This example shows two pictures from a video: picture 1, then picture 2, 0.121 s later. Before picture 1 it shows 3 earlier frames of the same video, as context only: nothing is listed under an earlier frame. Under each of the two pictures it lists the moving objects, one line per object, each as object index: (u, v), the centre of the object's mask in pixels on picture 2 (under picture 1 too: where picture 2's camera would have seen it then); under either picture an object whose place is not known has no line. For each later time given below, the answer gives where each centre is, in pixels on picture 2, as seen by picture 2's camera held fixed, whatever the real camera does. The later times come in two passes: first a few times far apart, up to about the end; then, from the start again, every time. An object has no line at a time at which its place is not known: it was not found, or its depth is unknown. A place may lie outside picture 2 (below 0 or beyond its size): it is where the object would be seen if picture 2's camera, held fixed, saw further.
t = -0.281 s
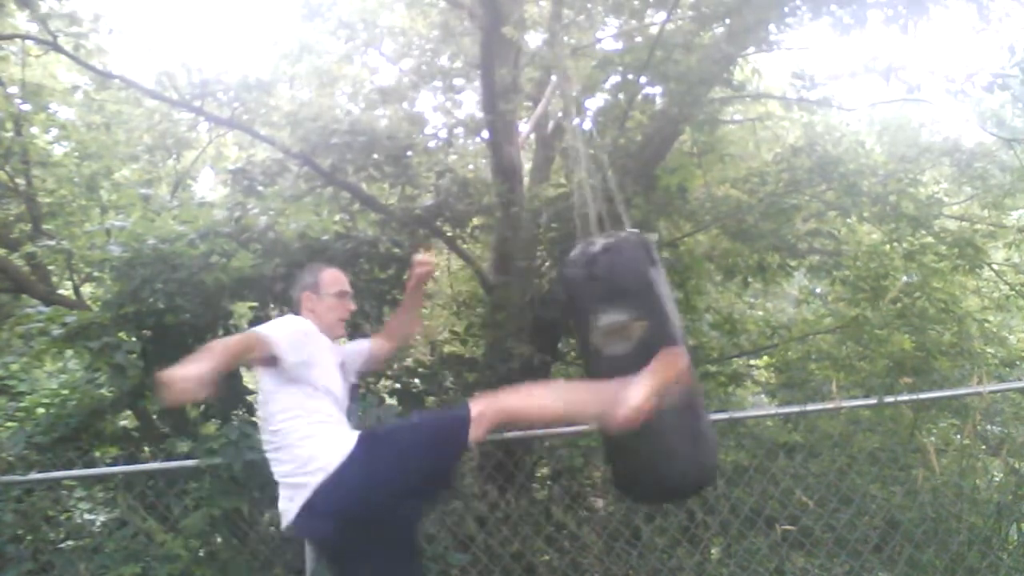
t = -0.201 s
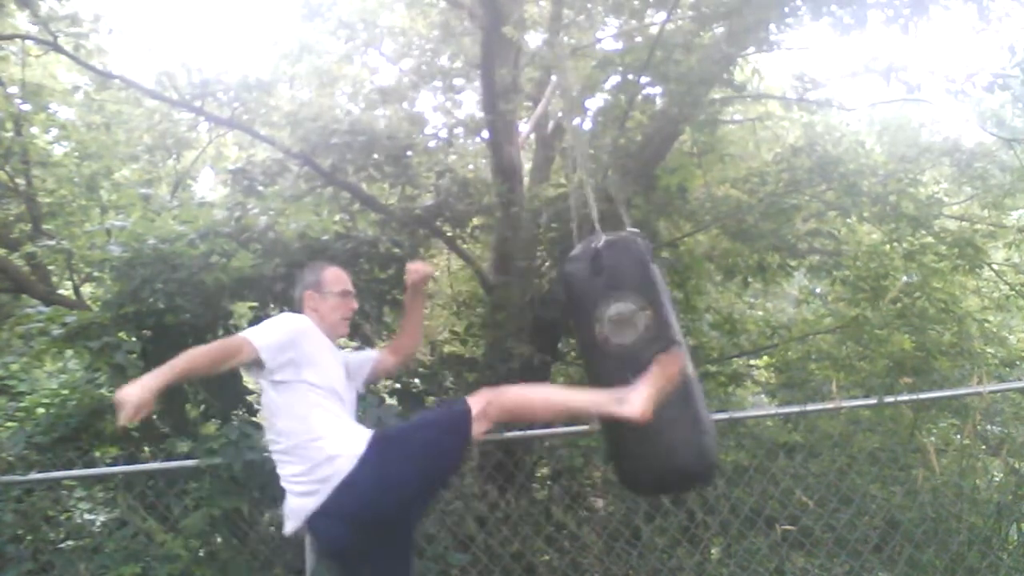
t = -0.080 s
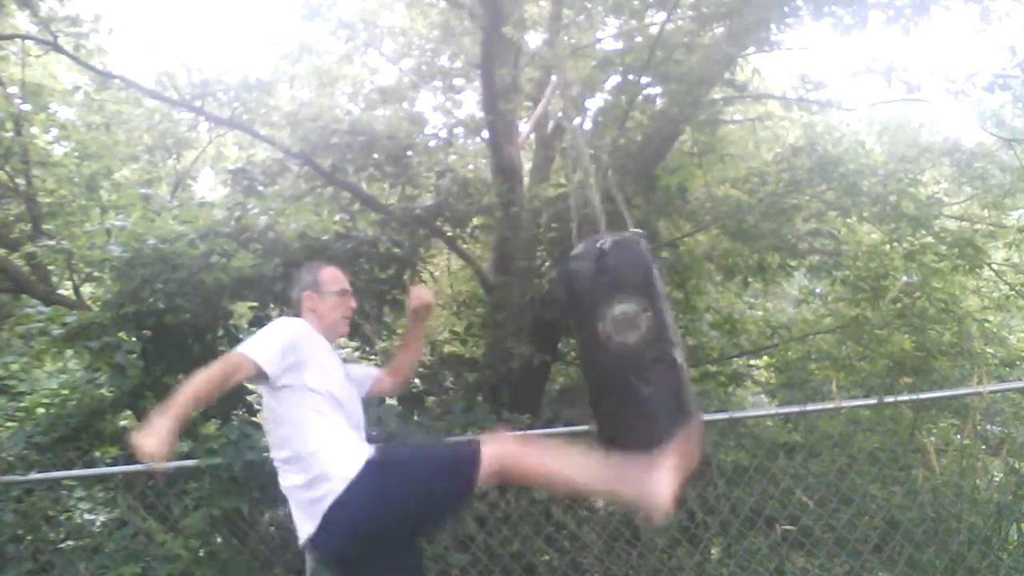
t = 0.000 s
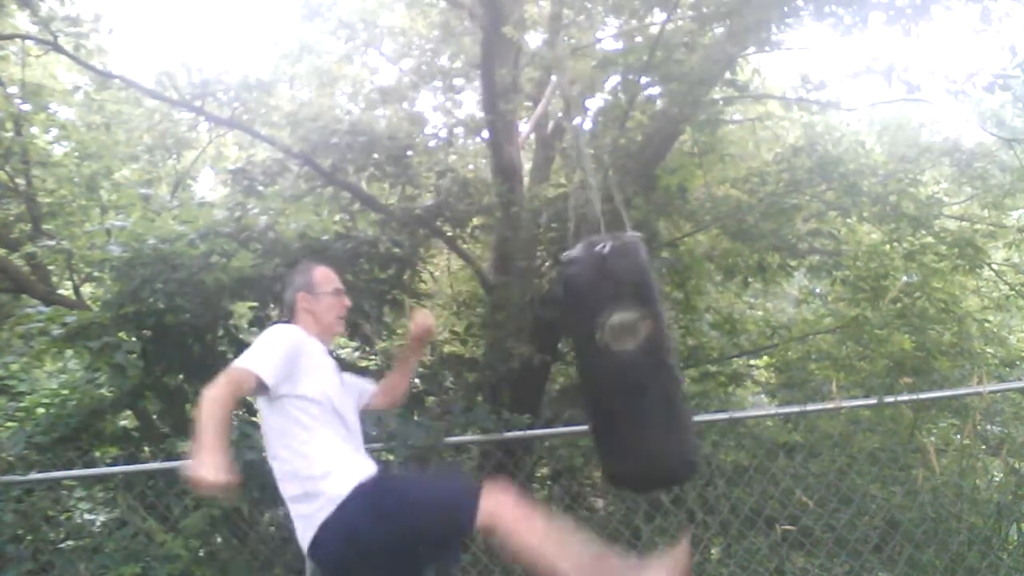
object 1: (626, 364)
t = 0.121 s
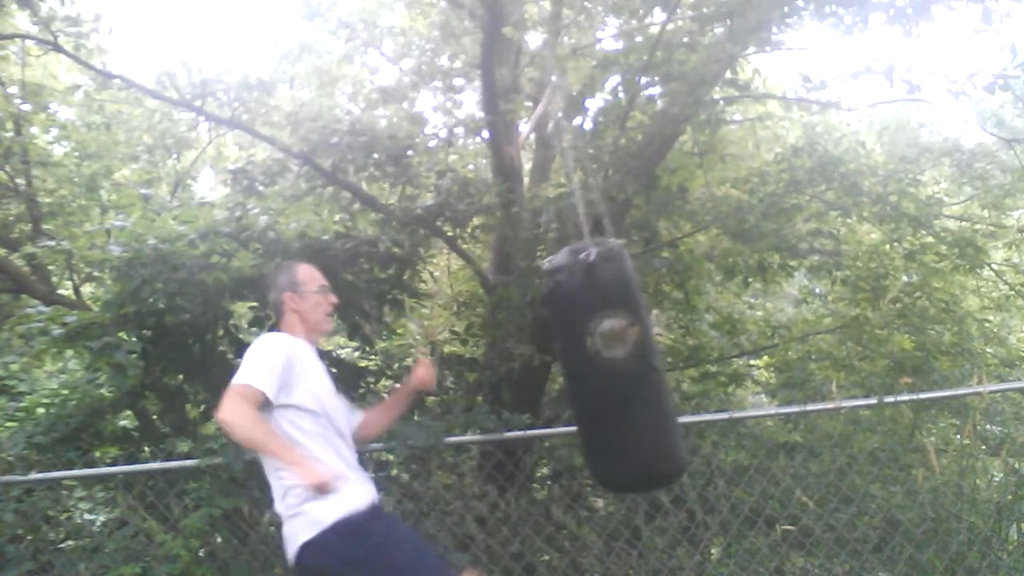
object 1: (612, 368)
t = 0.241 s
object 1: (597, 372)
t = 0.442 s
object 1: (563, 374)
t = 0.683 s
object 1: (518, 380)
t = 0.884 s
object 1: (481, 384)
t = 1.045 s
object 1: (457, 387)
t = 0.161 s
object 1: (606, 369)
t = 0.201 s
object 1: (601, 370)
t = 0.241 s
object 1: (597, 372)
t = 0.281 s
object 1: (591, 371)
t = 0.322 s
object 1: (585, 372)
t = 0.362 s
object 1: (578, 372)
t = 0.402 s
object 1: (571, 373)
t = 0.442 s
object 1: (563, 374)
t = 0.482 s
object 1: (554, 373)
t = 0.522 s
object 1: (545, 375)
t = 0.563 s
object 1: (539, 376)
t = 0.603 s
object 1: (531, 378)
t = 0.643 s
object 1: (525, 379)
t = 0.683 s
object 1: (518, 380)
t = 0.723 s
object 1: (510, 380)
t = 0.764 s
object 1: (503, 381)
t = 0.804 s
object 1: (495, 382)
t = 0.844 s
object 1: (488, 384)
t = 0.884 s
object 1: (481, 384)
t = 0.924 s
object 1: (474, 385)
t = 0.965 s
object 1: (467, 385)
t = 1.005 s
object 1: (462, 386)
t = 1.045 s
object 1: (457, 387)
